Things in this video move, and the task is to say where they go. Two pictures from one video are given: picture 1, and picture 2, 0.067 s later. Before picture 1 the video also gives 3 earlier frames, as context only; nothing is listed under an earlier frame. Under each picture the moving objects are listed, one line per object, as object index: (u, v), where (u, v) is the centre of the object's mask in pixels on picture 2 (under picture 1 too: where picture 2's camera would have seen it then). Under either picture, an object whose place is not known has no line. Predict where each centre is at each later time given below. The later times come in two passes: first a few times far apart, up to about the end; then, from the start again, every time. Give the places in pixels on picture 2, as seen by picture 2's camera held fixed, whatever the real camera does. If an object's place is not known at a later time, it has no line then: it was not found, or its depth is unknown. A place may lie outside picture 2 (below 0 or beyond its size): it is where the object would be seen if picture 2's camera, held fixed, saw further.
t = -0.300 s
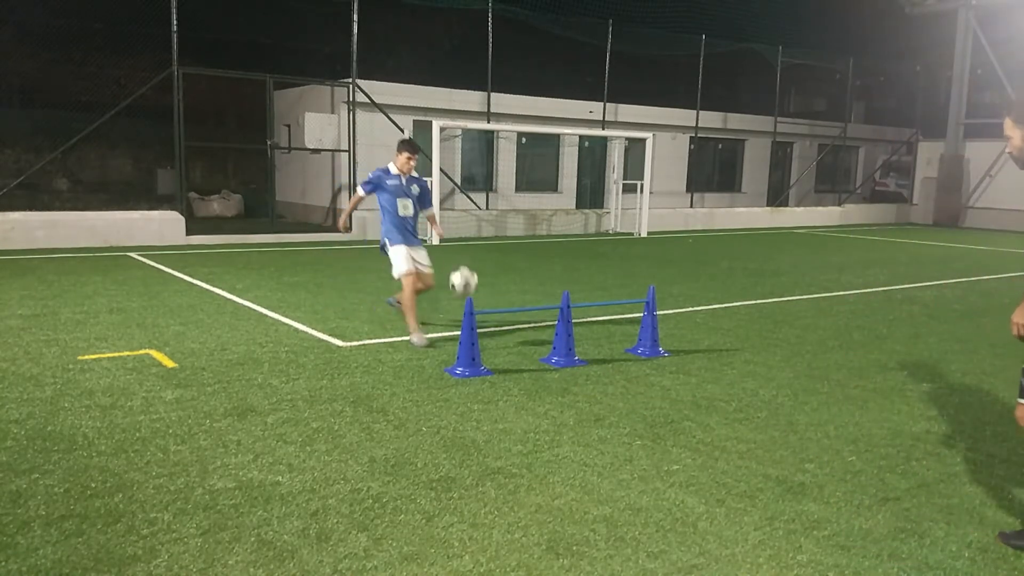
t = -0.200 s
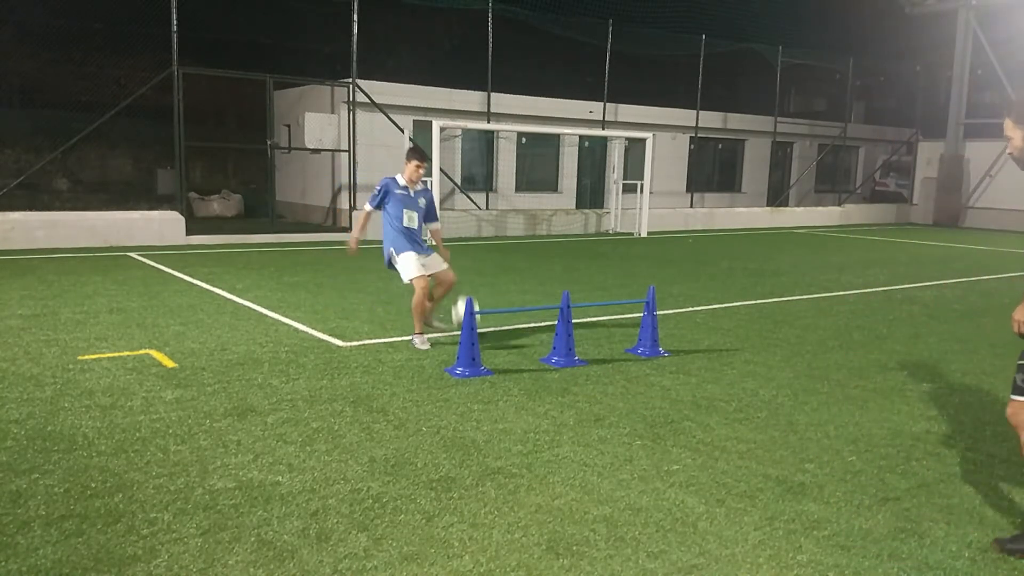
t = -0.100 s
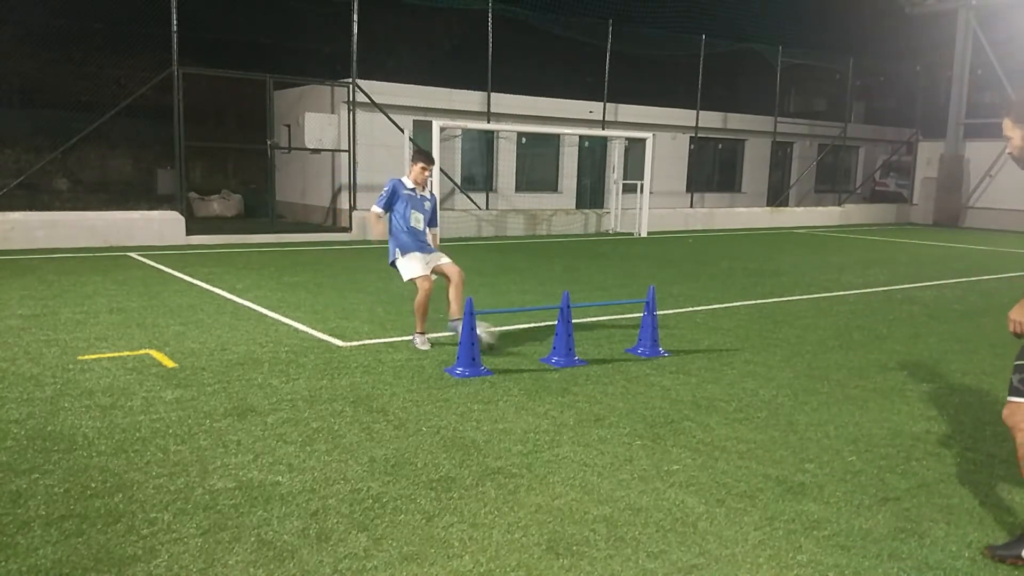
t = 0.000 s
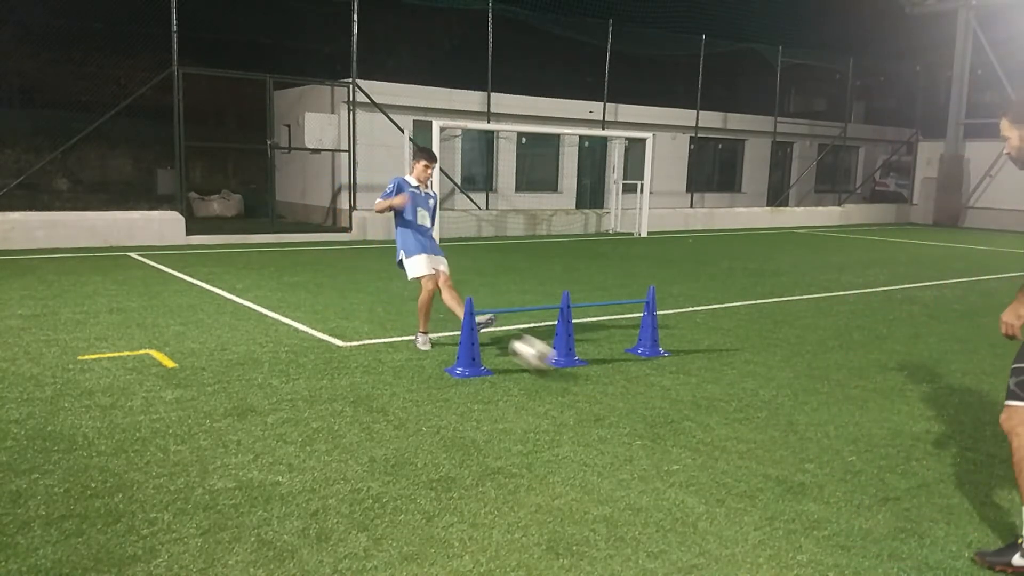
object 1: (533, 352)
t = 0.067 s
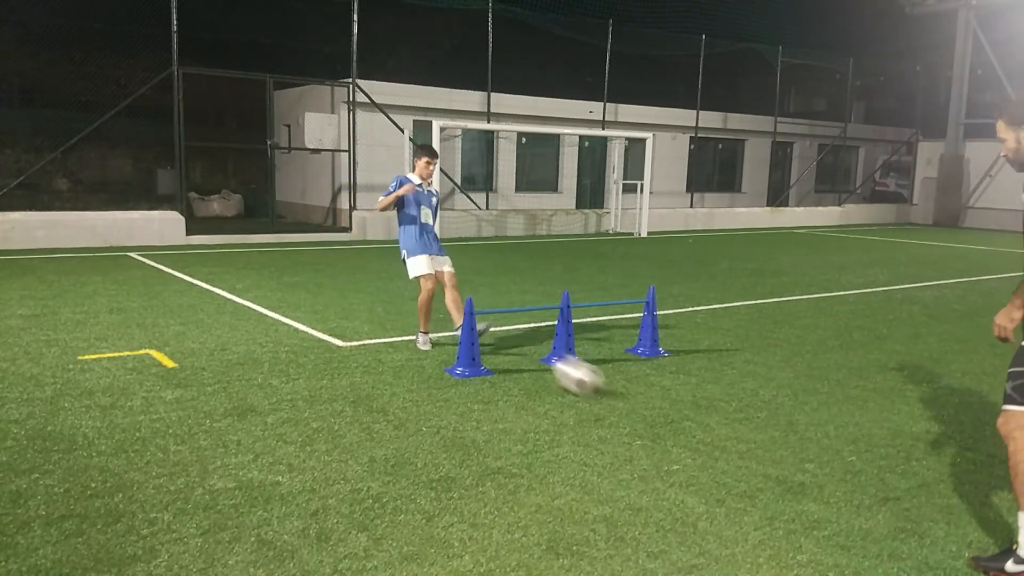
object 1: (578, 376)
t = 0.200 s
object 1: (669, 402)
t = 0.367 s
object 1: (800, 451)
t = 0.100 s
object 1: (599, 383)
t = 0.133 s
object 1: (621, 388)
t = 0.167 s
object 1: (644, 393)
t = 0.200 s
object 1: (669, 402)
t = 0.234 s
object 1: (692, 411)
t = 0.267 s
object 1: (721, 426)
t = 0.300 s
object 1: (747, 439)
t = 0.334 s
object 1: (775, 445)
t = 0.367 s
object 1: (800, 451)
